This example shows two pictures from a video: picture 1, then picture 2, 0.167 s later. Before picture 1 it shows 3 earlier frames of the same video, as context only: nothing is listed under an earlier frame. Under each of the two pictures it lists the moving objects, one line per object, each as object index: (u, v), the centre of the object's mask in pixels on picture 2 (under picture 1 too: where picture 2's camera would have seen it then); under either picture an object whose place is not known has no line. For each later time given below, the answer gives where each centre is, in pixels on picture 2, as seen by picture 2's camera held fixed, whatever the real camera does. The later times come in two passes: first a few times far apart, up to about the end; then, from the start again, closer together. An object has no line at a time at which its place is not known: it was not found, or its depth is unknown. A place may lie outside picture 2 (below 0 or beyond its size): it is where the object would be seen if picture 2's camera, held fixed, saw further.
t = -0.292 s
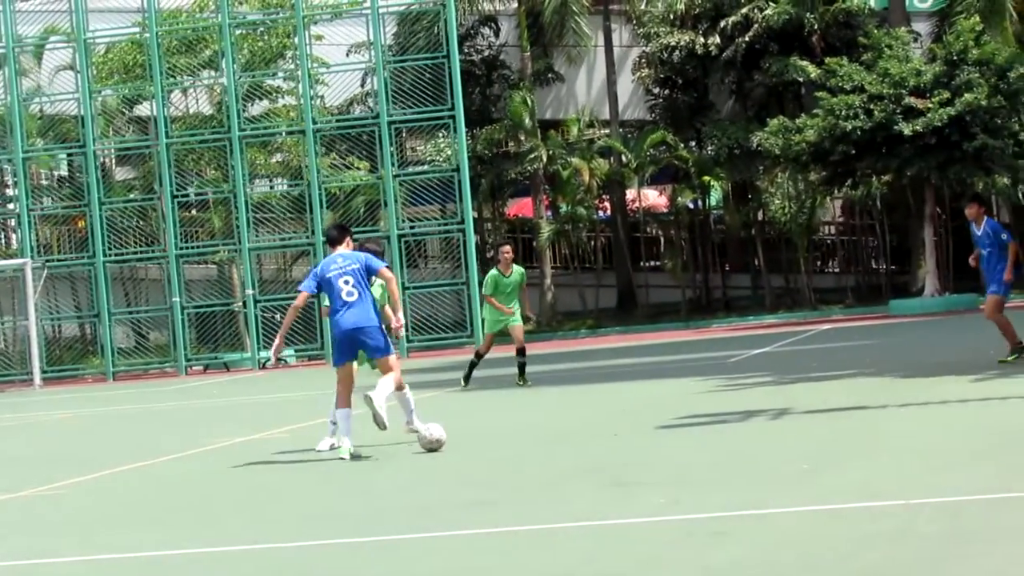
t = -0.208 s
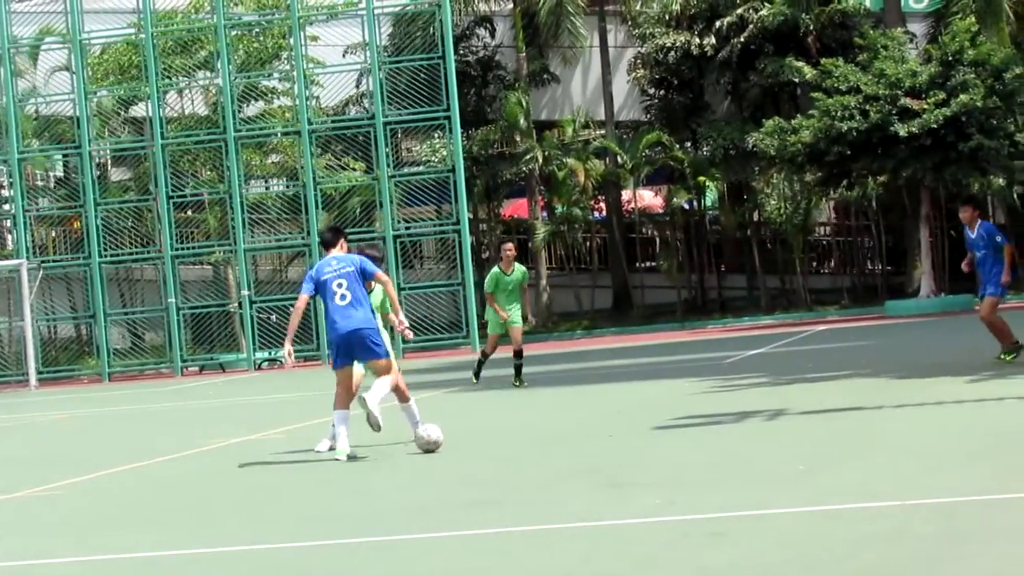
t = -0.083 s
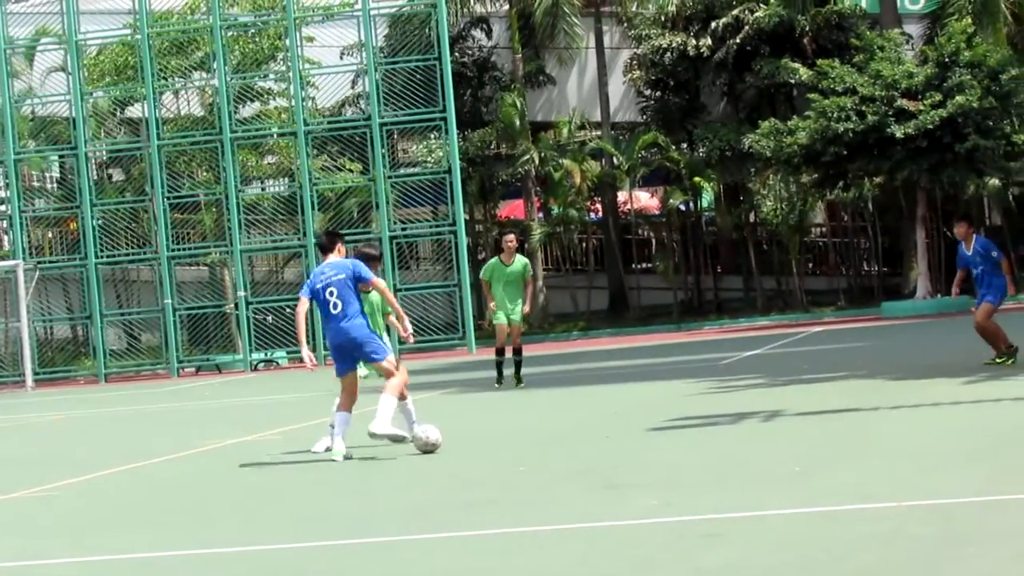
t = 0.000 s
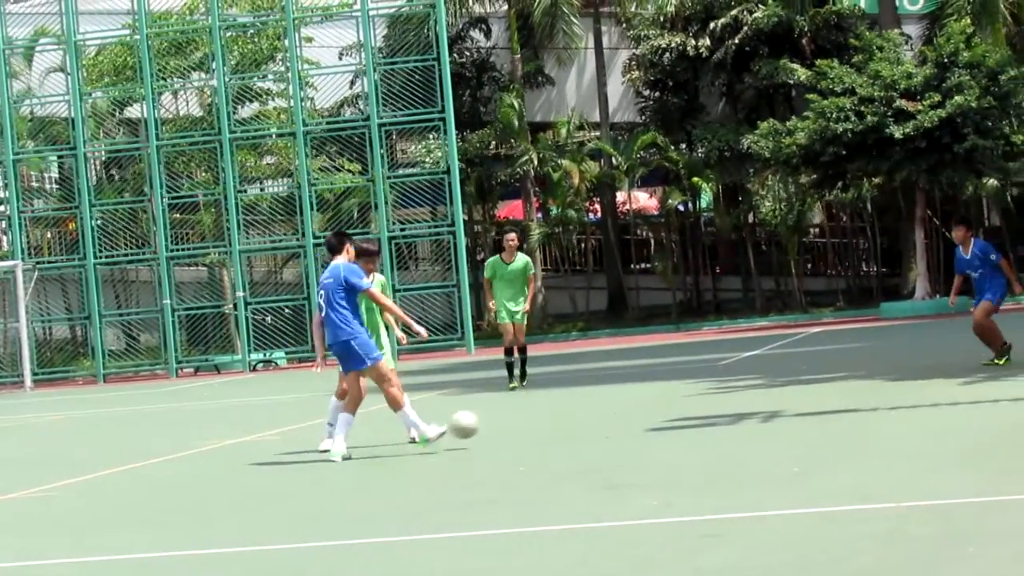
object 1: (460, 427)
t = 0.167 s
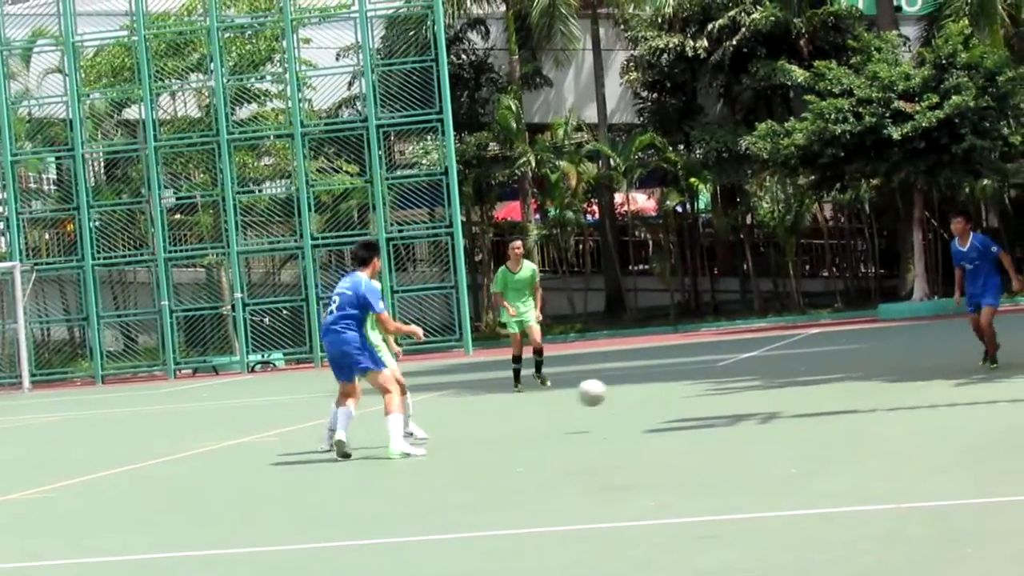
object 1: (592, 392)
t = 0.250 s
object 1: (653, 389)
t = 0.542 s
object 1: (795, 371)
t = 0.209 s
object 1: (622, 390)
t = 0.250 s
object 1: (653, 389)
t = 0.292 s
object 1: (681, 391)
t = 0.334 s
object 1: (711, 395)
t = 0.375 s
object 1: (735, 396)
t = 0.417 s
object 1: (751, 386)
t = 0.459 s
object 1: (766, 380)
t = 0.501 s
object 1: (780, 375)
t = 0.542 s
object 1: (795, 371)
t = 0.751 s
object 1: (868, 374)
